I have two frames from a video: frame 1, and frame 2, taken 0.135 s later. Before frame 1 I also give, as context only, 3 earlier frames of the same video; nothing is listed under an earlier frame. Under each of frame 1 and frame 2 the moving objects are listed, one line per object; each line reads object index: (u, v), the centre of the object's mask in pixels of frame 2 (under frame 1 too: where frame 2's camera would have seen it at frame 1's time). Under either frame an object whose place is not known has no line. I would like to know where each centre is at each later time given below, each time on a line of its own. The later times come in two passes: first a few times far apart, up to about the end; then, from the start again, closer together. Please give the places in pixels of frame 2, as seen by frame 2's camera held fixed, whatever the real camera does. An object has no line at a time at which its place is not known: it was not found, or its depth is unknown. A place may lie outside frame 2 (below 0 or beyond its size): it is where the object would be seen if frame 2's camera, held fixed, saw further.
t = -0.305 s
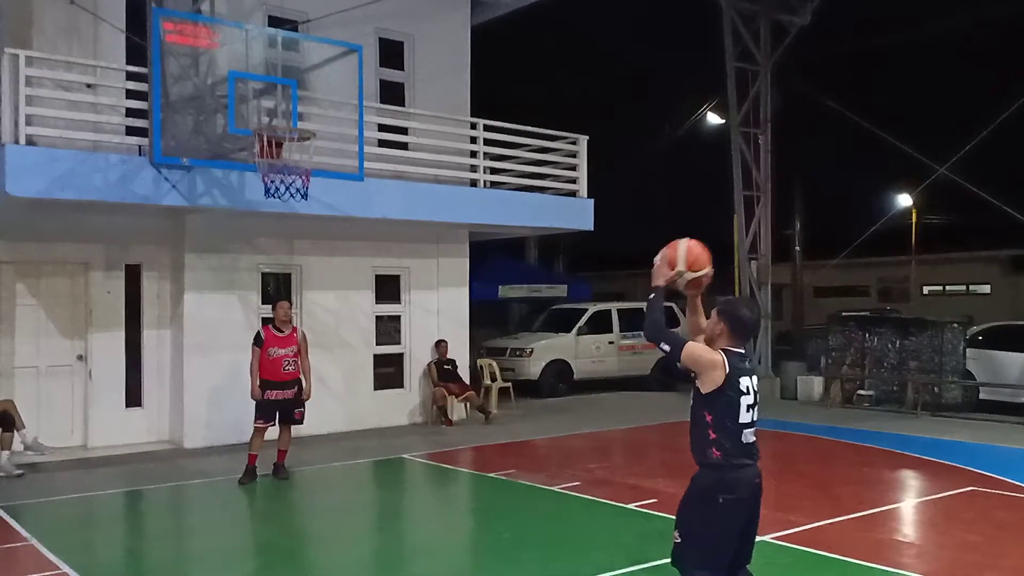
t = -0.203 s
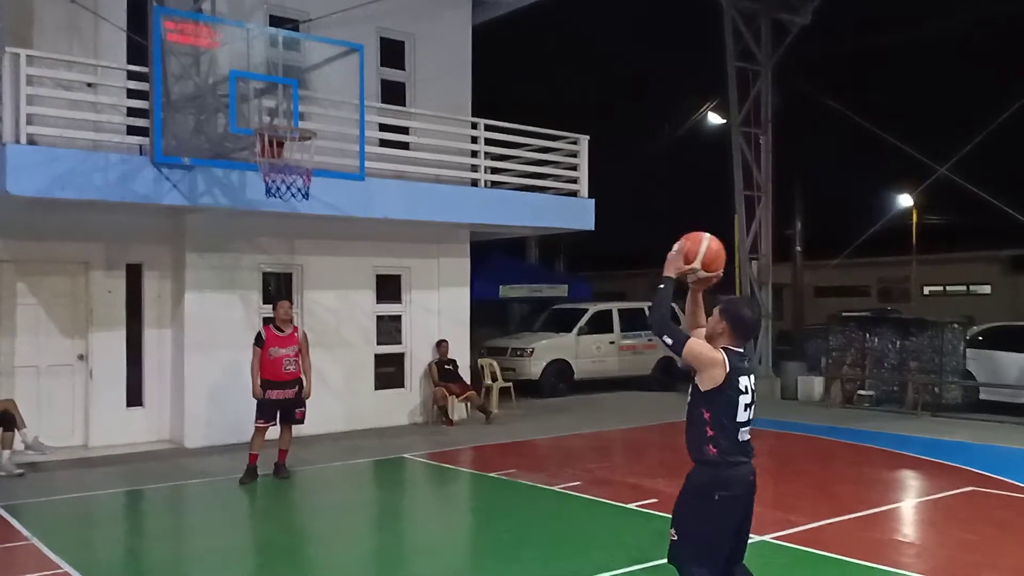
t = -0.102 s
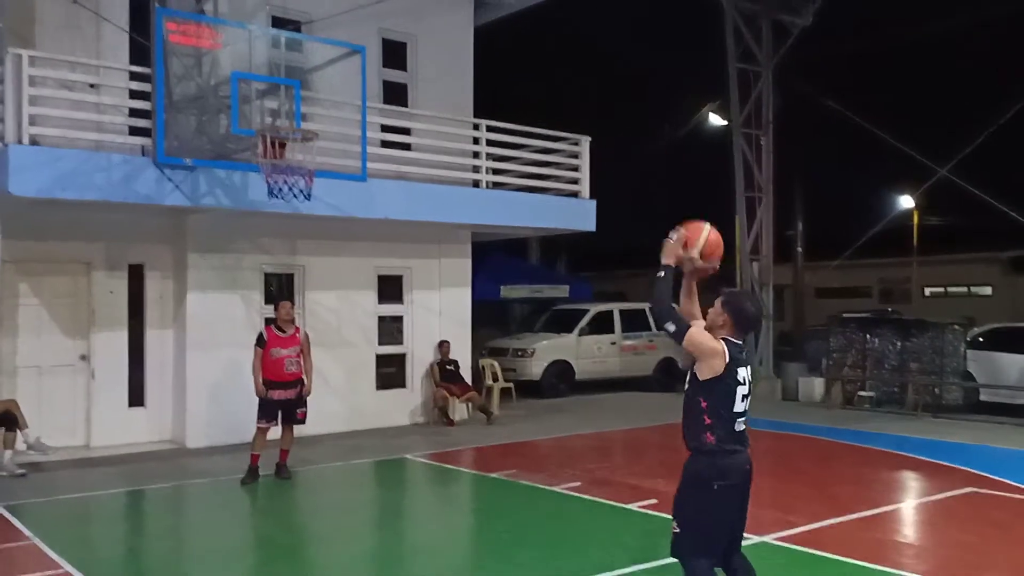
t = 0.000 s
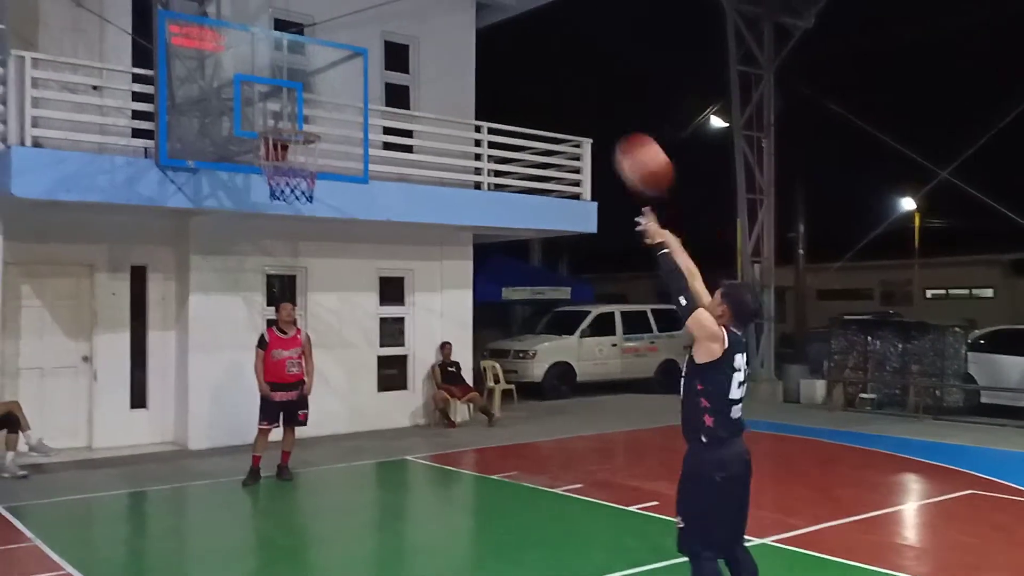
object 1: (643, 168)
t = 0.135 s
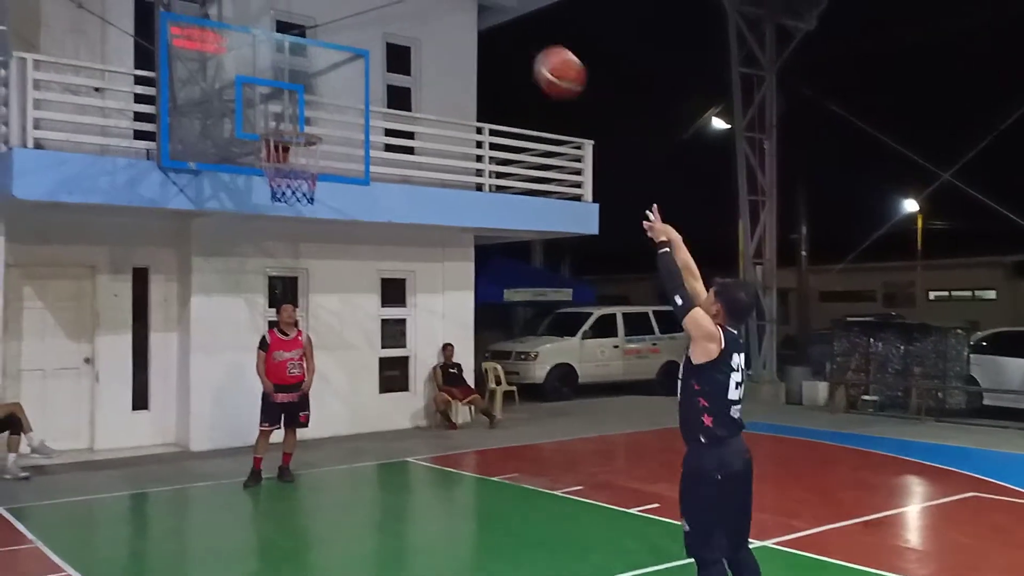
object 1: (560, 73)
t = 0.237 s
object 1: (505, 31)
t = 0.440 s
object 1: (416, 7)
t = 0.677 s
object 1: (337, 48)
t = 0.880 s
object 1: (286, 128)
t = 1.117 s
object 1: (334, 183)
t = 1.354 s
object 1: (363, 249)
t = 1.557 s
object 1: (390, 359)
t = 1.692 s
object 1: (410, 466)
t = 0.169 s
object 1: (541, 56)
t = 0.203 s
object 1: (523, 42)
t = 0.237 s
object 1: (505, 31)
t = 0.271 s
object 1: (491, 21)
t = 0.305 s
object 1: (475, 14)
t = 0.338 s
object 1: (459, 11)
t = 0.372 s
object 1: (444, 8)
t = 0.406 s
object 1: (430, 7)
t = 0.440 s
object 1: (416, 7)
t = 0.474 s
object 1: (404, 8)
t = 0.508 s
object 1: (391, 10)
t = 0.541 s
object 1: (379, 16)
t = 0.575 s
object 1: (368, 22)
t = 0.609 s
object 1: (357, 30)
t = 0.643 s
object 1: (347, 39)
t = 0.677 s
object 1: (337, 48)
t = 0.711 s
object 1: (328, 60)
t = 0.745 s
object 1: (317, 72)
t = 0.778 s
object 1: (309, 85)
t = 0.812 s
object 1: (302, 98)
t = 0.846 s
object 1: (292, 115)
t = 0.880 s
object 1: (286, 128)
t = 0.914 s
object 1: (283, 146)
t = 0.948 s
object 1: (300, 156)
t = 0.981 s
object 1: (310, 170)
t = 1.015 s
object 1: (318, 177)
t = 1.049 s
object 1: (325, 179)
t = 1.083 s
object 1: (329, 181)
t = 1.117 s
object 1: (334, 183)
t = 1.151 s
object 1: (338, 188)
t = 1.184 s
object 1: (342, 195)
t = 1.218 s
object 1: (347, 202)
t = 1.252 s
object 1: (351, 211)
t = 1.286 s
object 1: (356, 222)
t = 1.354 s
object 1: (363, 249)
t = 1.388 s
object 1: (367, 263)
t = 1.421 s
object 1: (372, 282)
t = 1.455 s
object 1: (378, 298)
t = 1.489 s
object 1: (382, 316)
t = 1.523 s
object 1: (386, 336)
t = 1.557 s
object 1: (390, 359)
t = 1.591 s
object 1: (393, 380)
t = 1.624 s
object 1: (397, 409)
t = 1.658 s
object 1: (404, 438)
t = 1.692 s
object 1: (410, 466)
